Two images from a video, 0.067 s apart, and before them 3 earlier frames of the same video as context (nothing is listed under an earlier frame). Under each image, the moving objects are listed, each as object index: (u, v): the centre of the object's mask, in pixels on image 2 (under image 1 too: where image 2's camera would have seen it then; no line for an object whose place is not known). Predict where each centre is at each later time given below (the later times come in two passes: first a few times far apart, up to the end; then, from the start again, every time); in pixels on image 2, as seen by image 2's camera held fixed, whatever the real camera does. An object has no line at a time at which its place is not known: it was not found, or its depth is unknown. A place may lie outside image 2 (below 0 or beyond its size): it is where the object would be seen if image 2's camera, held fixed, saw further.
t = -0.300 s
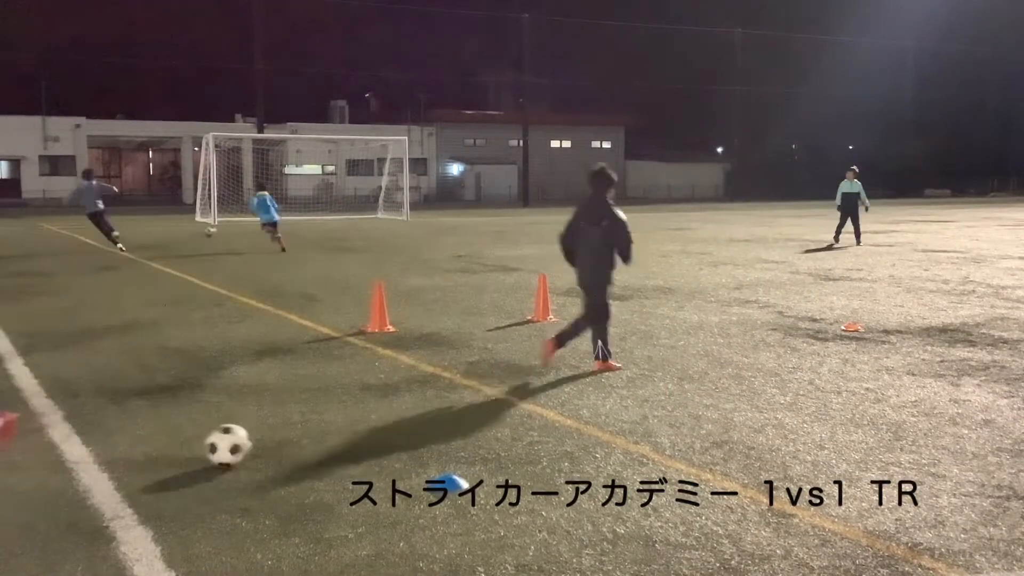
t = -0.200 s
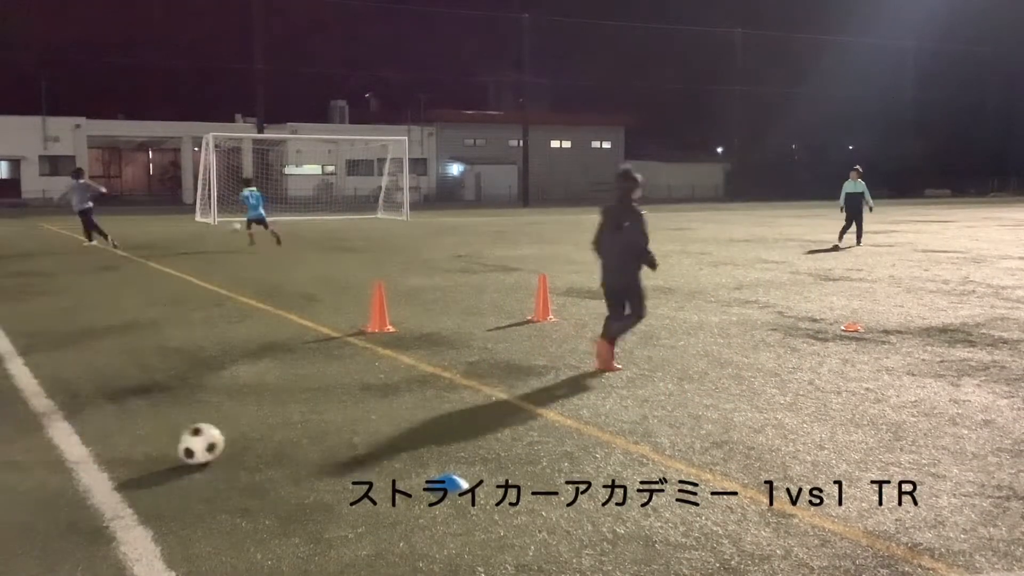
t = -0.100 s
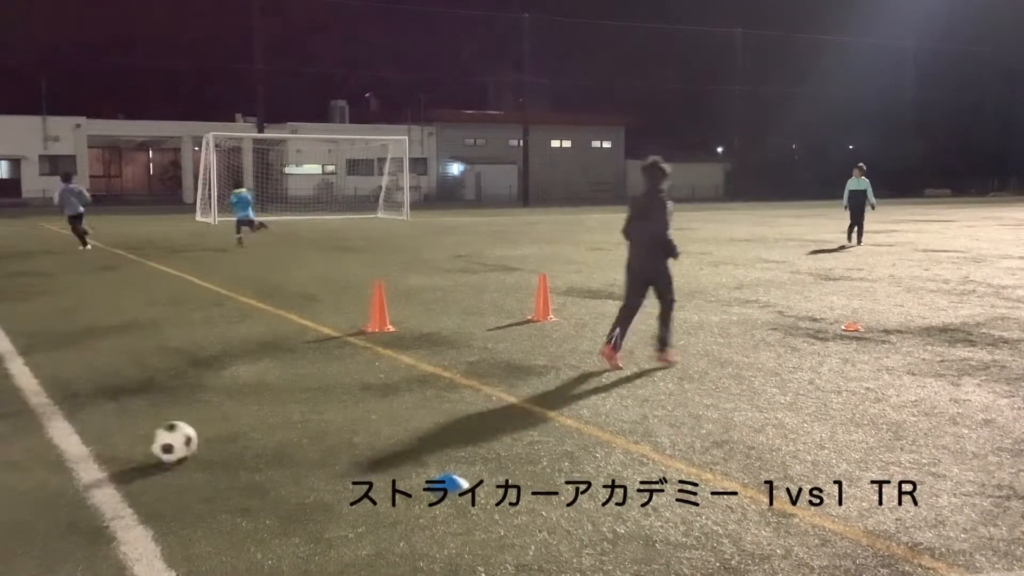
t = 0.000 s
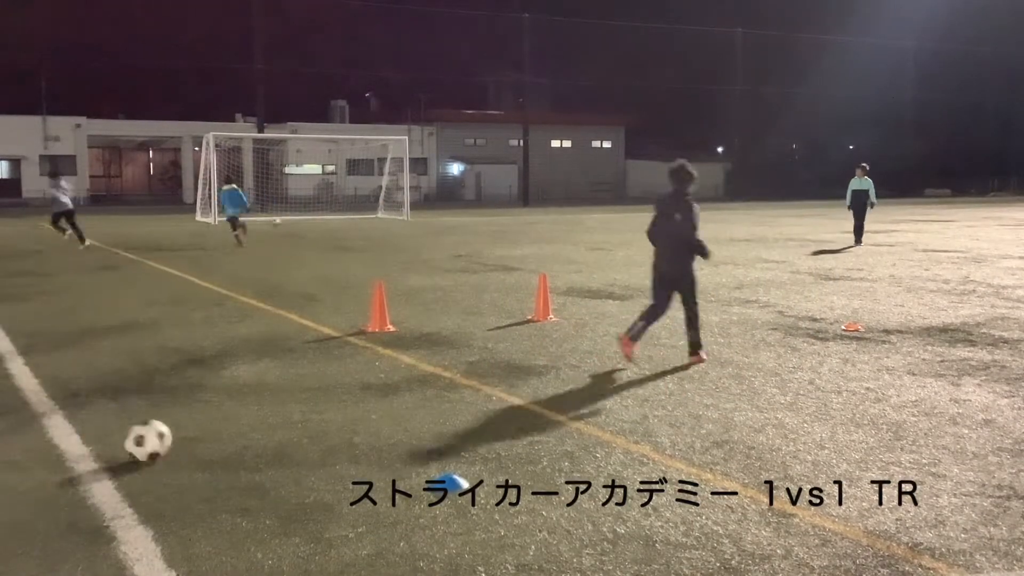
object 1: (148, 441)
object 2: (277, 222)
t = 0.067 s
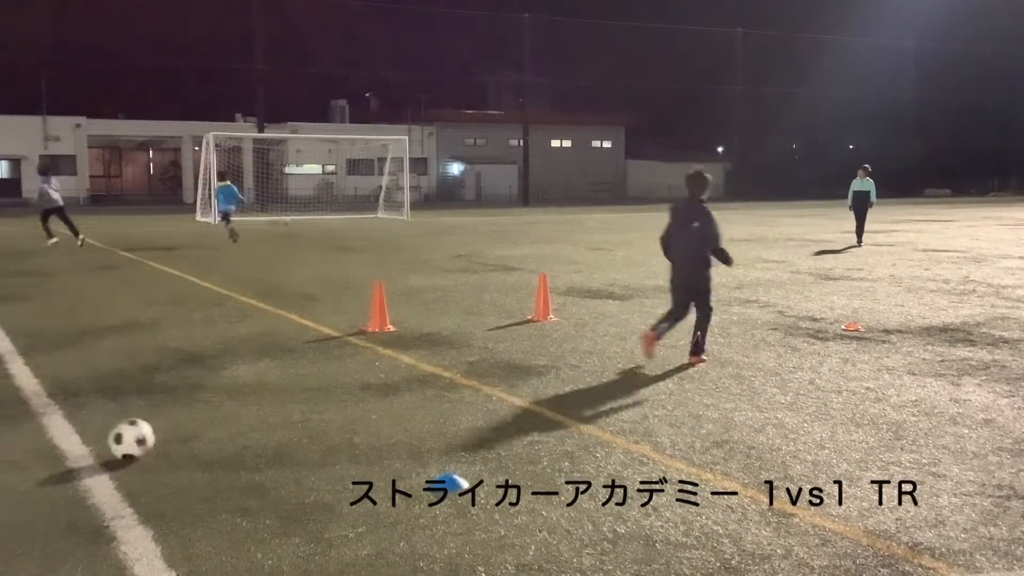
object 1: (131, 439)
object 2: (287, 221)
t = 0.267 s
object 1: (84, 436)
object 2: (313, 218)
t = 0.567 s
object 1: (17, 431)
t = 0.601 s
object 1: (13, 429)
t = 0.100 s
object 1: (123, 438)
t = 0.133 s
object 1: (115, 438)
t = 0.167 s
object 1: (106, 437)
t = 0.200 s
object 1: (99, 437)
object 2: (304, 219)
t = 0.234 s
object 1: (90, 437)
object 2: (309, 218)
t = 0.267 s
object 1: (84, 436)
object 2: (313, 218)
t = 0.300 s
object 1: (74, 435)
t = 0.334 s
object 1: (66, 435)
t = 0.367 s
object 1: (59, 434)
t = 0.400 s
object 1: (50, 434)
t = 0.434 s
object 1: (43, 433)
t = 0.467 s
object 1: (36, 433)
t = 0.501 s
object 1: (28, 433)
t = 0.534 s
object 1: (21, 433)
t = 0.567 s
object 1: (17, 431)
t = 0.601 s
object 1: (13, 429)
